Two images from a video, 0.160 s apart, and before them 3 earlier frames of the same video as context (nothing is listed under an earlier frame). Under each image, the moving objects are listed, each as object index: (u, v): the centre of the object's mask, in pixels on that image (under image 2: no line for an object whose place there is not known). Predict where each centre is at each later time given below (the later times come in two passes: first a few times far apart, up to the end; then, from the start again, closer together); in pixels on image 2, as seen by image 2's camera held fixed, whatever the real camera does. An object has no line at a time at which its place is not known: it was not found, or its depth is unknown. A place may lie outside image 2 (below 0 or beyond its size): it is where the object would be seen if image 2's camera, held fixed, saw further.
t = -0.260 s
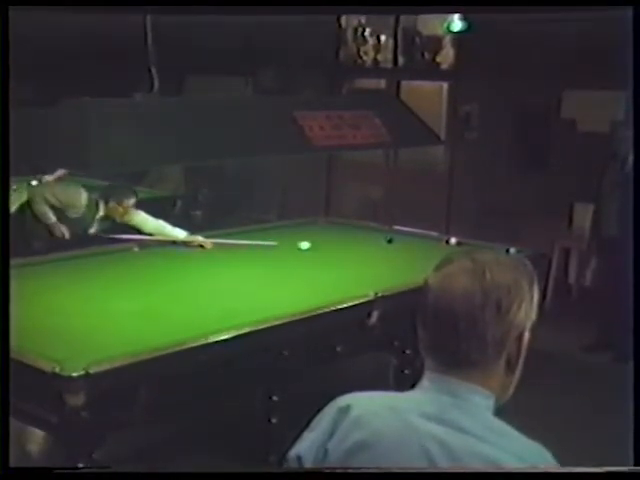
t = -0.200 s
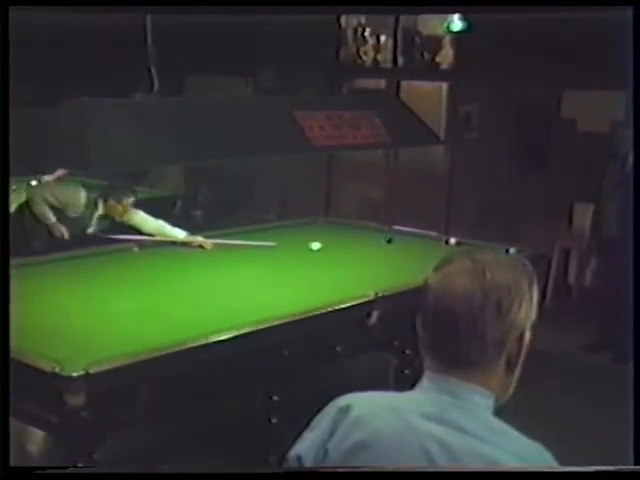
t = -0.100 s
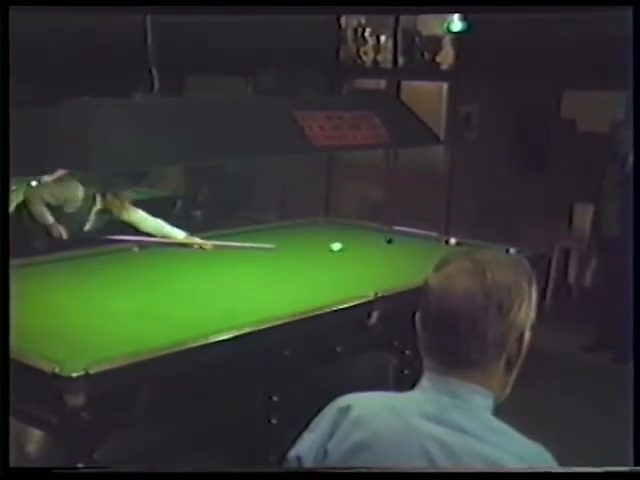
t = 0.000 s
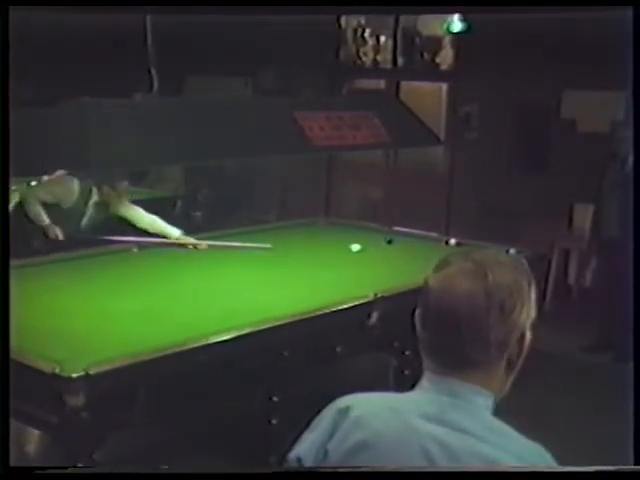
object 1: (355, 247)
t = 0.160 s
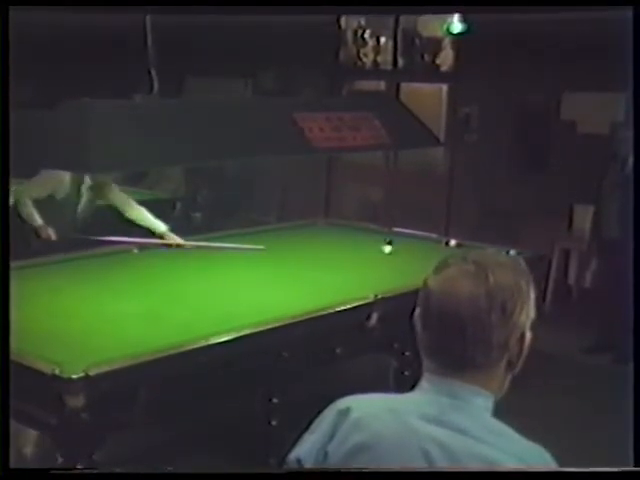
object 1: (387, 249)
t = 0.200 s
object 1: (394, 249)
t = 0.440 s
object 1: (439, 250)
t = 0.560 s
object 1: (461, 249)
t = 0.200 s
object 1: (394, 249)
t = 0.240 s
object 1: (402, 249)
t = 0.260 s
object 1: (406, 249)
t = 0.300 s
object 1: (413, 249)
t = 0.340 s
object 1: (420, 249)
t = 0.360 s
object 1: (424, 250)
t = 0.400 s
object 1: (432, 250)
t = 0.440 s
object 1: (439, 250)
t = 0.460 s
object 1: (442, 250)
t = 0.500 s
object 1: (450, 250)
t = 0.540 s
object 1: (457, 249)
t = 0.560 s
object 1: (461, 249)
